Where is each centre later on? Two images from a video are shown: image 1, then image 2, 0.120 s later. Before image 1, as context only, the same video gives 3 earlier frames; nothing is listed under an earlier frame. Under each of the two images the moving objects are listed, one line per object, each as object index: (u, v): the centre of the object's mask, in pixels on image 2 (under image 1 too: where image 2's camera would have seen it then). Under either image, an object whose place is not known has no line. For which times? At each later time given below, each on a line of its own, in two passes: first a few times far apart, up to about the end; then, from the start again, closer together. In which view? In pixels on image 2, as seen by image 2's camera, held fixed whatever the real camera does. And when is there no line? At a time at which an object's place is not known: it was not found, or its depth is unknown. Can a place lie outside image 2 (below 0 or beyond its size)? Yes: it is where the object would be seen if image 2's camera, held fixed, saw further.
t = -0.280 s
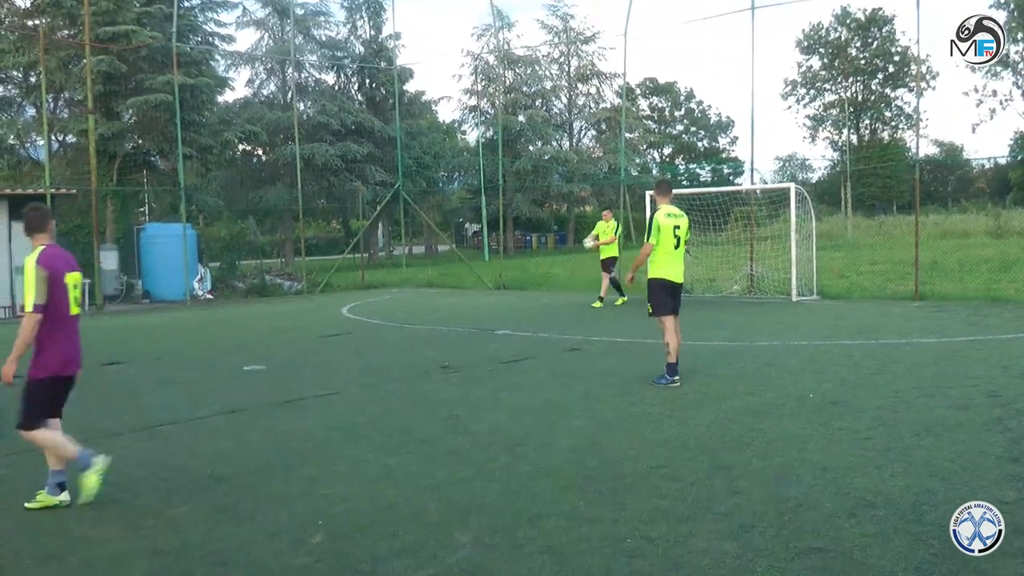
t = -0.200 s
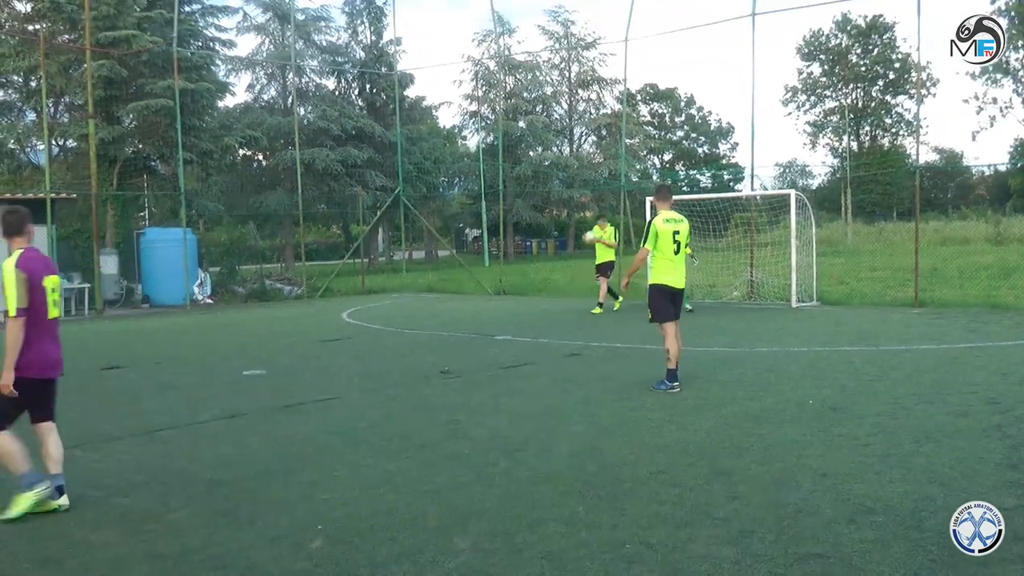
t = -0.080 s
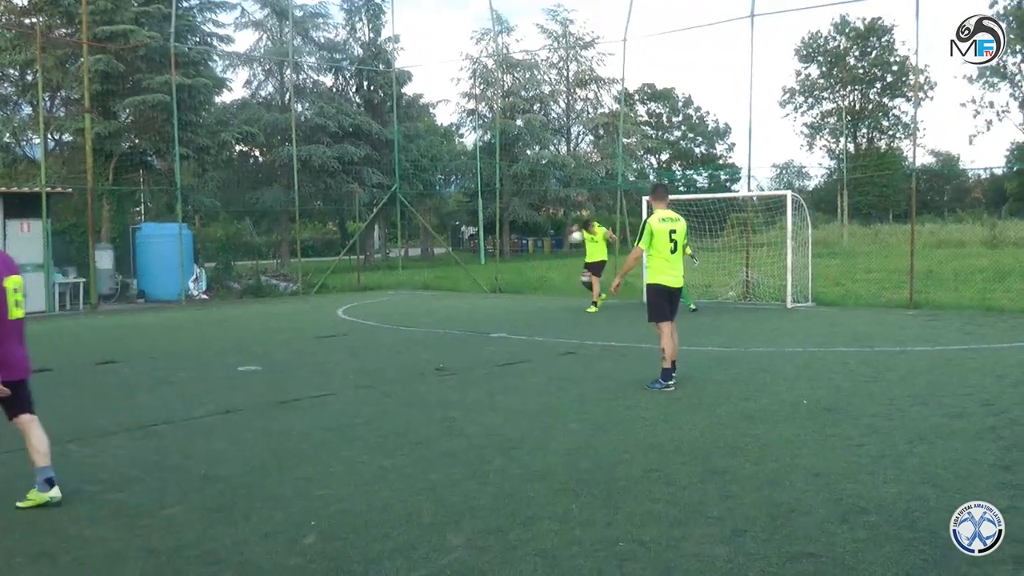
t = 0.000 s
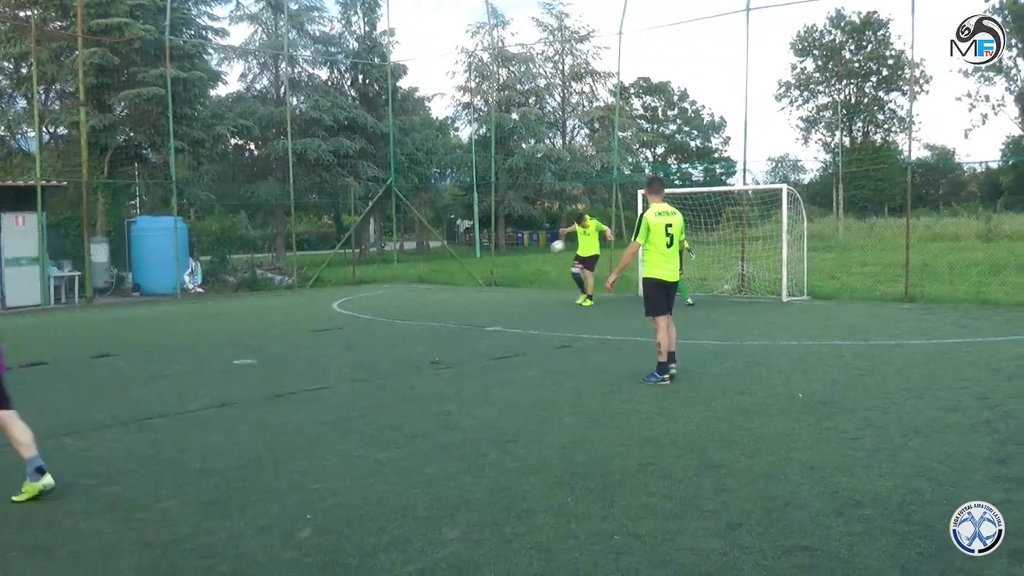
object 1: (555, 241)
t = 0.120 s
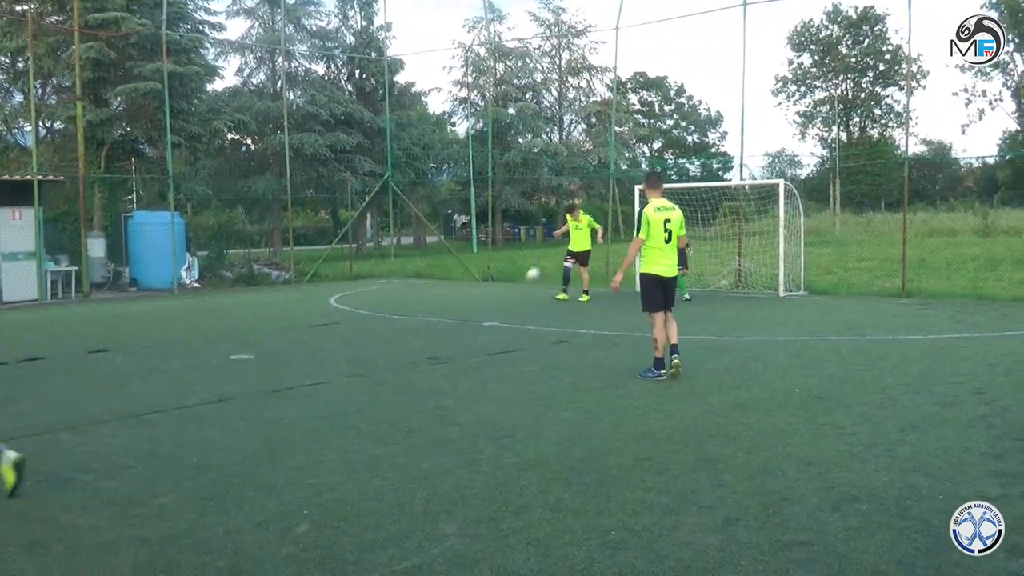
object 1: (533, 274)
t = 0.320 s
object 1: (499, 293)
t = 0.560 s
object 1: (470, 276)
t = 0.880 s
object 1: (423, 316)
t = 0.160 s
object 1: (525, 286)
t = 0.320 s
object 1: (499, 293)
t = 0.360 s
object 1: (495, 287)
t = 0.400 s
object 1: (489, 284)
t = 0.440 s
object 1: (484, 280)
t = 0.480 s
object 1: (480, 277)
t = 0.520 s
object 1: (475, 276)
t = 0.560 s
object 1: (470, 276)
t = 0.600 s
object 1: (465, 277)
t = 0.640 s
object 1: (459, 279)
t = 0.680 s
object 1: (453, 282)
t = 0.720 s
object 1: (447, 286)
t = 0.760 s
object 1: (440, 292)
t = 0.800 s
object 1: (434, 298)
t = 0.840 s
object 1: (428, 306)
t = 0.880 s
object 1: (423, 316)
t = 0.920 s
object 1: (418, 328)
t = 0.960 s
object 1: (413, 324)
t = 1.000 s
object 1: (408, 320)
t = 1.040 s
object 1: (405, 318)
